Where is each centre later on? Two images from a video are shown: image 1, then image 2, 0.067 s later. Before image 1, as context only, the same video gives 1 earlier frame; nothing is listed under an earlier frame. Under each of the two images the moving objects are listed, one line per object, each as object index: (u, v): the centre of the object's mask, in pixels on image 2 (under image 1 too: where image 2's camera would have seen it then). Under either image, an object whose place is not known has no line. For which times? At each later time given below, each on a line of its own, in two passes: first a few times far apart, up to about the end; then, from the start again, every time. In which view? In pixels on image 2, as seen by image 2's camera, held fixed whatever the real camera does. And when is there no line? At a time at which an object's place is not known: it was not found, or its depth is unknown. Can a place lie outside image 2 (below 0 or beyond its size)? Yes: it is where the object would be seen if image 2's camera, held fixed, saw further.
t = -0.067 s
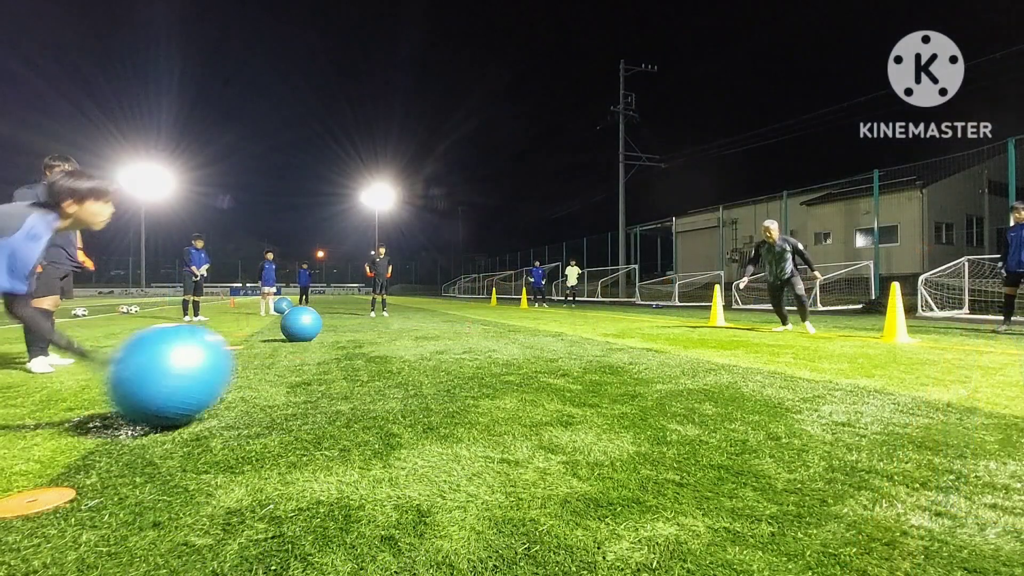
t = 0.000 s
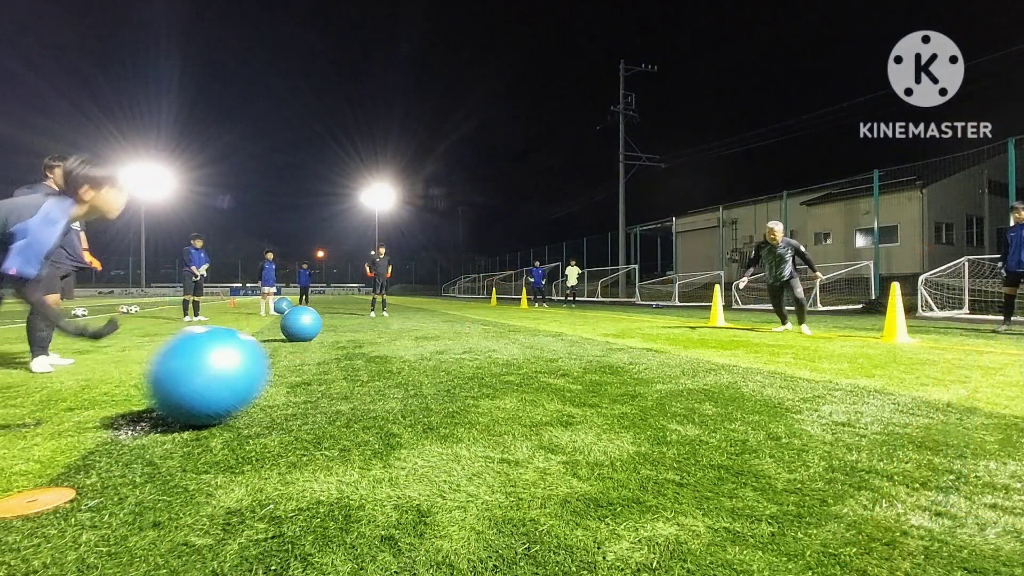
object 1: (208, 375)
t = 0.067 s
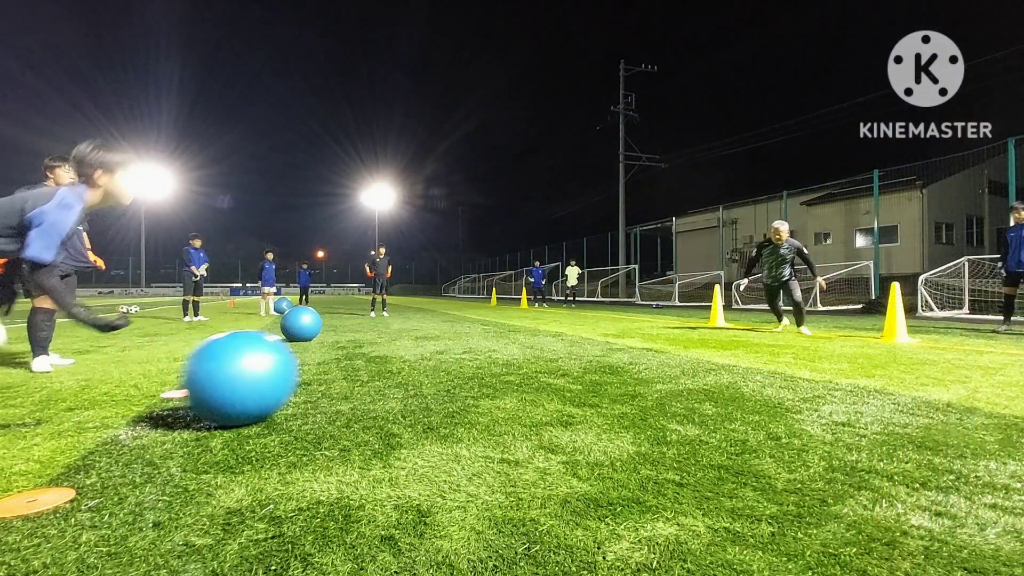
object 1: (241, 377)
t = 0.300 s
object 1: (337, 369)
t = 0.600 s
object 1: (441, 360)
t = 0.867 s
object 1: (513, 358)
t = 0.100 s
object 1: (255, 375)
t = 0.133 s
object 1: (269, 372)
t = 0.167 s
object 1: (283, 370)
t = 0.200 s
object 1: (297, 370)
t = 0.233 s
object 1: (310, 370)
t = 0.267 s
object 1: (324, 370)
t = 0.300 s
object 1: (337, 369)
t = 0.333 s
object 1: (349, 366)
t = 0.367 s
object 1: (362, 366)
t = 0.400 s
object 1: (374, 365)
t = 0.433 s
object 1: (386, 366)
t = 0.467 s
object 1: (397, 365)
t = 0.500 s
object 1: (408, 364)
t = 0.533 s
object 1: (420, 363)
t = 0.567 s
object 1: (431, 361)
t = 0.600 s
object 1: (441, 360)
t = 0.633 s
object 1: (451, 359)
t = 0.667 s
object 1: (461, 359)
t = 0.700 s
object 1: (470, 359)
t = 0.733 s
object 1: (479, 359)
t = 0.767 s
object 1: (488, 359)
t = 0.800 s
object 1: (497, 358)
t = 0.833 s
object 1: (505, 358)
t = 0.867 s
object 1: (513, 358)
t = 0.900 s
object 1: (521, 358)
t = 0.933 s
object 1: (529, 358)
